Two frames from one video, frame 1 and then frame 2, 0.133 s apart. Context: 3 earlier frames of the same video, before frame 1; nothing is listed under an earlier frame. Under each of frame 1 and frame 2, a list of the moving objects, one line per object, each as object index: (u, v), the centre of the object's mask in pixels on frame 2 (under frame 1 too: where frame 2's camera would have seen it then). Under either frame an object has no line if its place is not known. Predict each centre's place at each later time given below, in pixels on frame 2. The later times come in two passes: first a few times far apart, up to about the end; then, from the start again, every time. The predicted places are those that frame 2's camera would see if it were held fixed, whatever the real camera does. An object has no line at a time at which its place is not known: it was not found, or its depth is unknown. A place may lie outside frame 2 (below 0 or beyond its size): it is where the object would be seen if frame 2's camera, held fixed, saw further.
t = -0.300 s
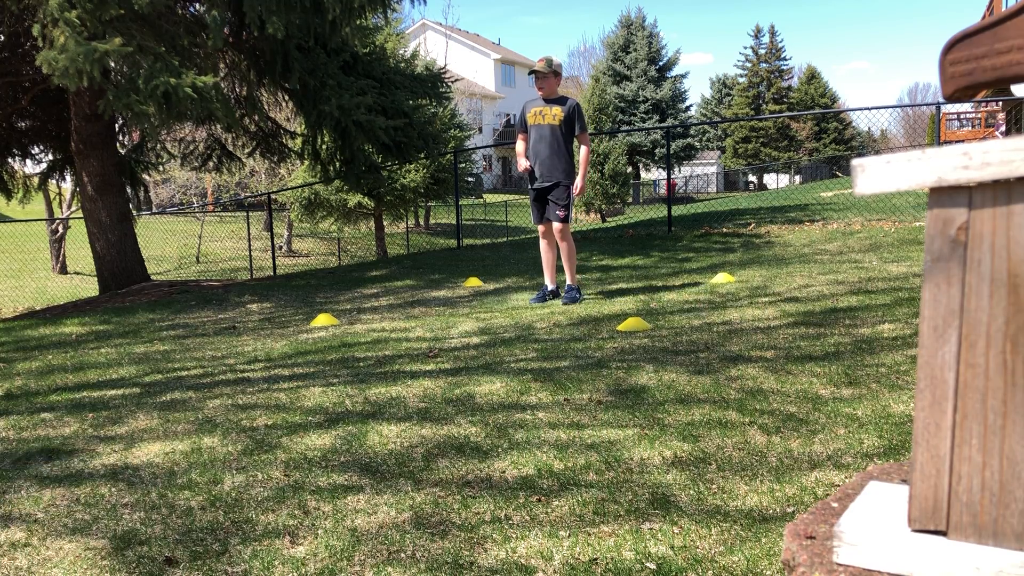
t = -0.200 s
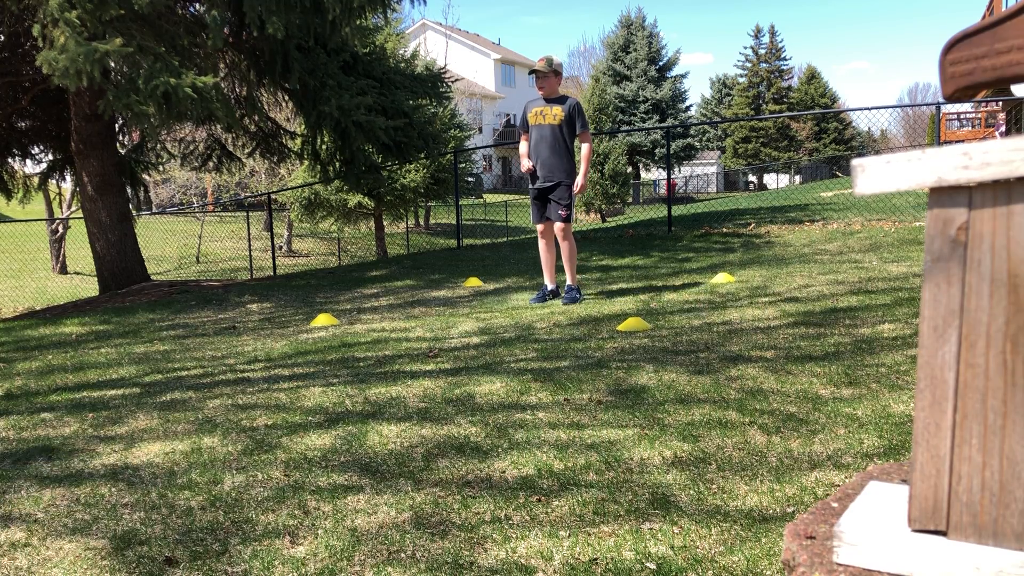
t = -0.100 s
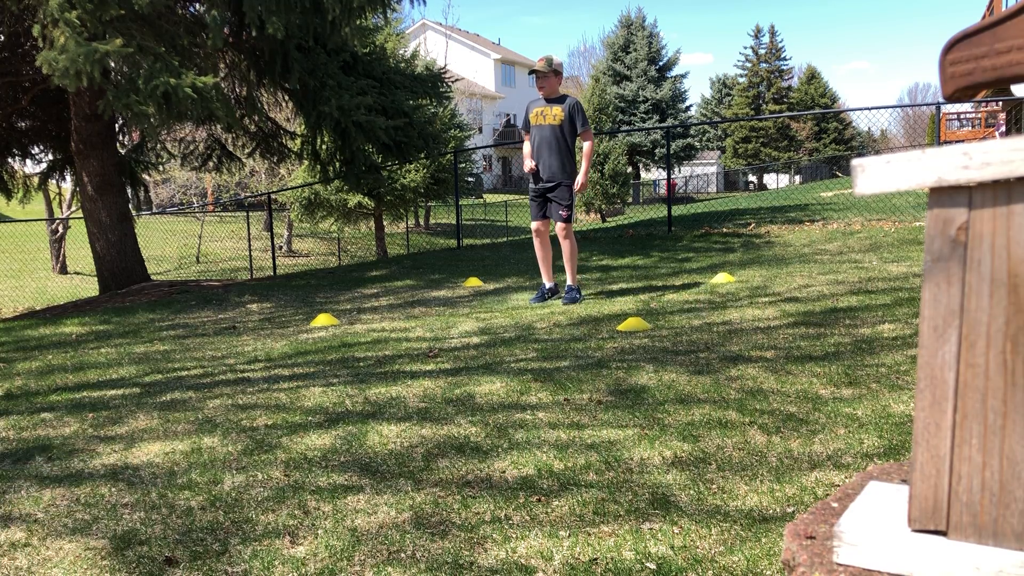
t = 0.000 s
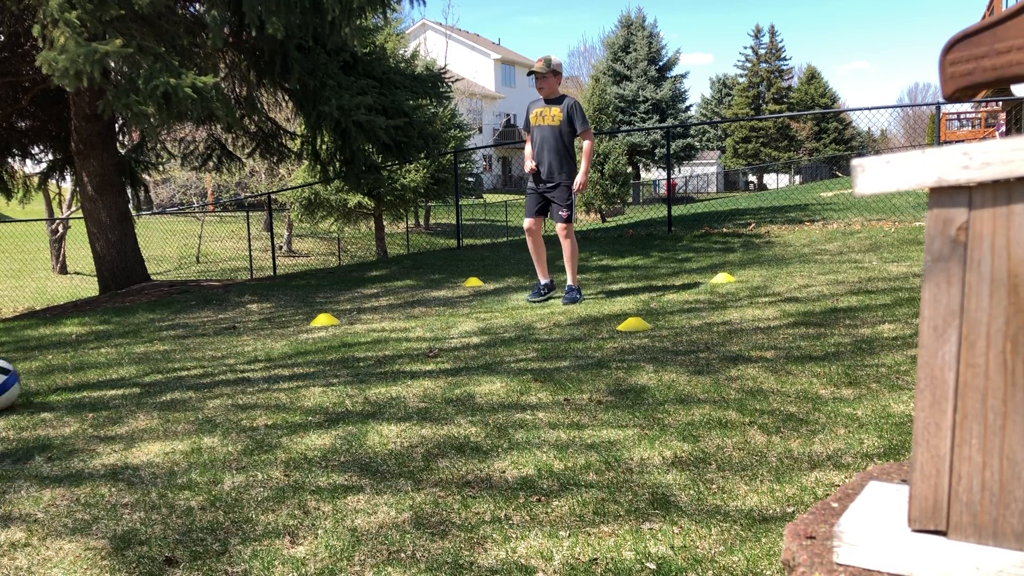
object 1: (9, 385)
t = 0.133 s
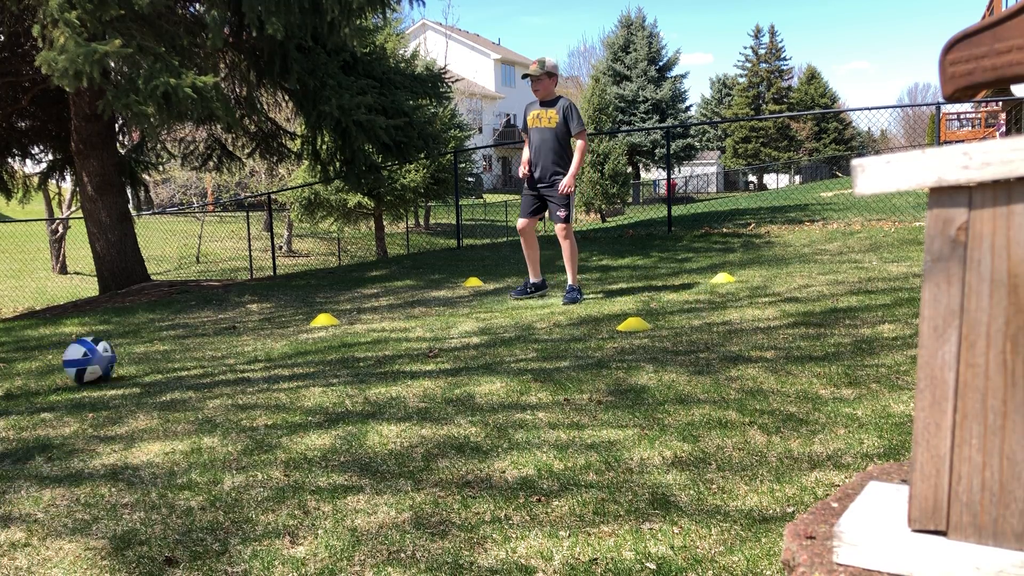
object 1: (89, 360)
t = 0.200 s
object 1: (119, 347)
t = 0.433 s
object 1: (198, 332)
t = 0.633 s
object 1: (243, 319)
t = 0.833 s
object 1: (279, 309)
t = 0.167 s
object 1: (105, 353)
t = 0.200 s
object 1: (119, 347)
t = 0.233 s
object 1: (133, 343)
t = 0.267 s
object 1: (147, 342)
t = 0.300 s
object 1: (160, 342)
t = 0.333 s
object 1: (171, 339)
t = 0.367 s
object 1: (180, 336)
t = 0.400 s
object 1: (190, 334)
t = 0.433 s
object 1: (198, 332)
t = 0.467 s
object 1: (206, 328)
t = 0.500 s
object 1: (214, 325)
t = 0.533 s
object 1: (222, 325)
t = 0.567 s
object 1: (230, 325)
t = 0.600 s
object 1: (236, 321)
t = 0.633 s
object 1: (243, 319)
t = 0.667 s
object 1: (250, 318)
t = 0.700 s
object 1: (256, 319)
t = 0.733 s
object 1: (262, 315)
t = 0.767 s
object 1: (267, 312)
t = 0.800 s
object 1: (273, 310)
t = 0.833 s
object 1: (279, 309)
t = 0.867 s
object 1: (284, 310)
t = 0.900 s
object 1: (288, 308)
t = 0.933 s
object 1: (293, 306)
